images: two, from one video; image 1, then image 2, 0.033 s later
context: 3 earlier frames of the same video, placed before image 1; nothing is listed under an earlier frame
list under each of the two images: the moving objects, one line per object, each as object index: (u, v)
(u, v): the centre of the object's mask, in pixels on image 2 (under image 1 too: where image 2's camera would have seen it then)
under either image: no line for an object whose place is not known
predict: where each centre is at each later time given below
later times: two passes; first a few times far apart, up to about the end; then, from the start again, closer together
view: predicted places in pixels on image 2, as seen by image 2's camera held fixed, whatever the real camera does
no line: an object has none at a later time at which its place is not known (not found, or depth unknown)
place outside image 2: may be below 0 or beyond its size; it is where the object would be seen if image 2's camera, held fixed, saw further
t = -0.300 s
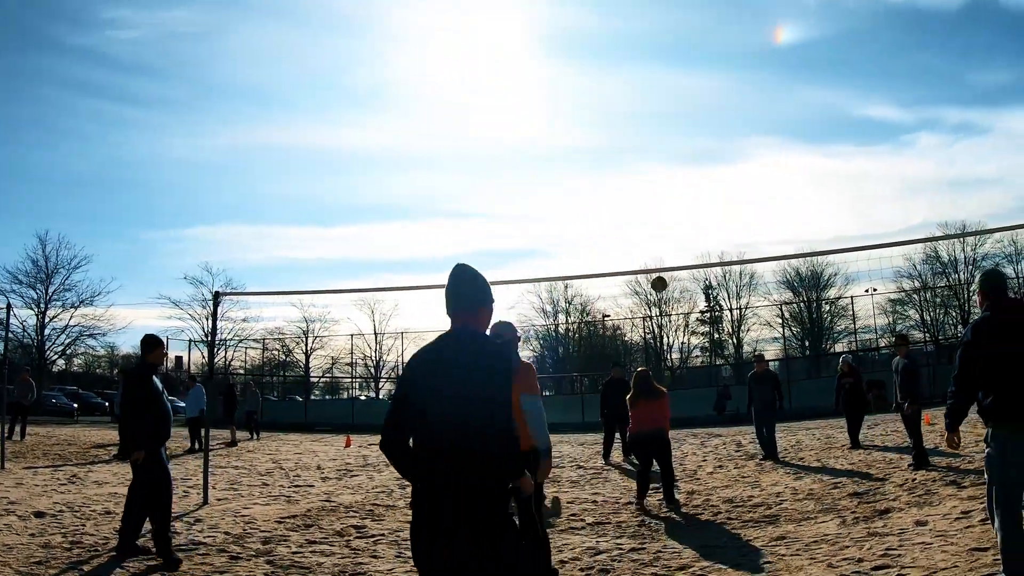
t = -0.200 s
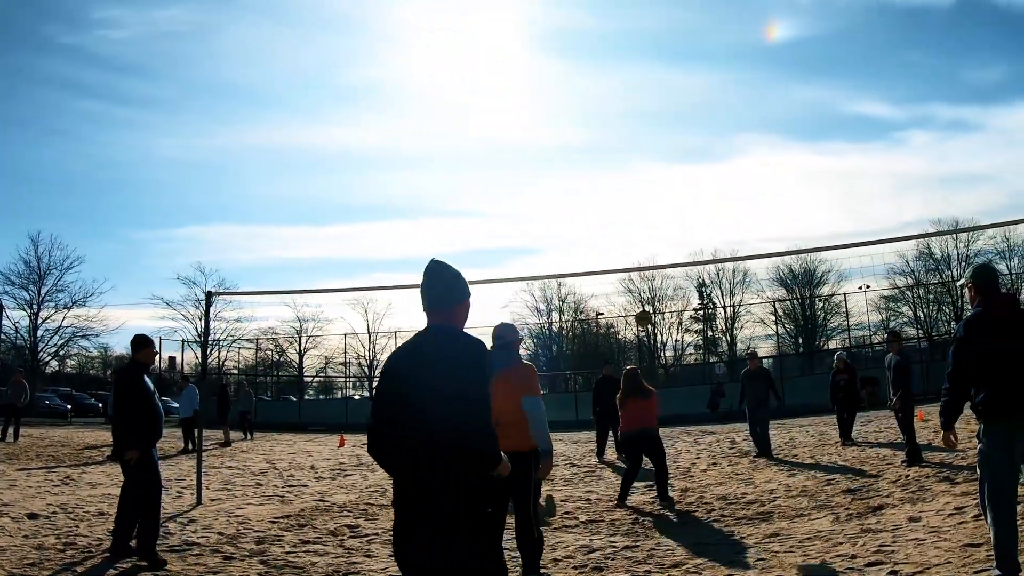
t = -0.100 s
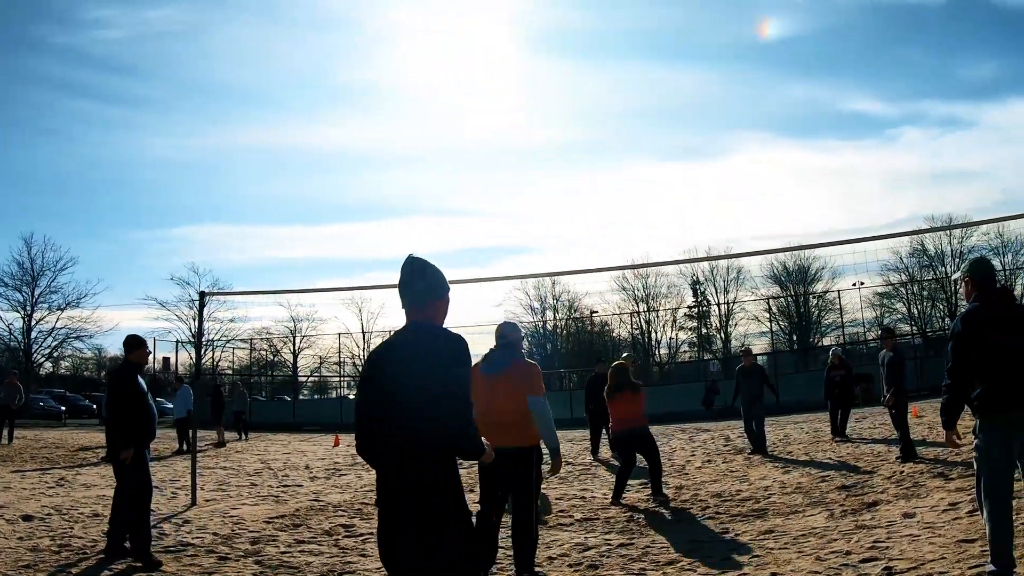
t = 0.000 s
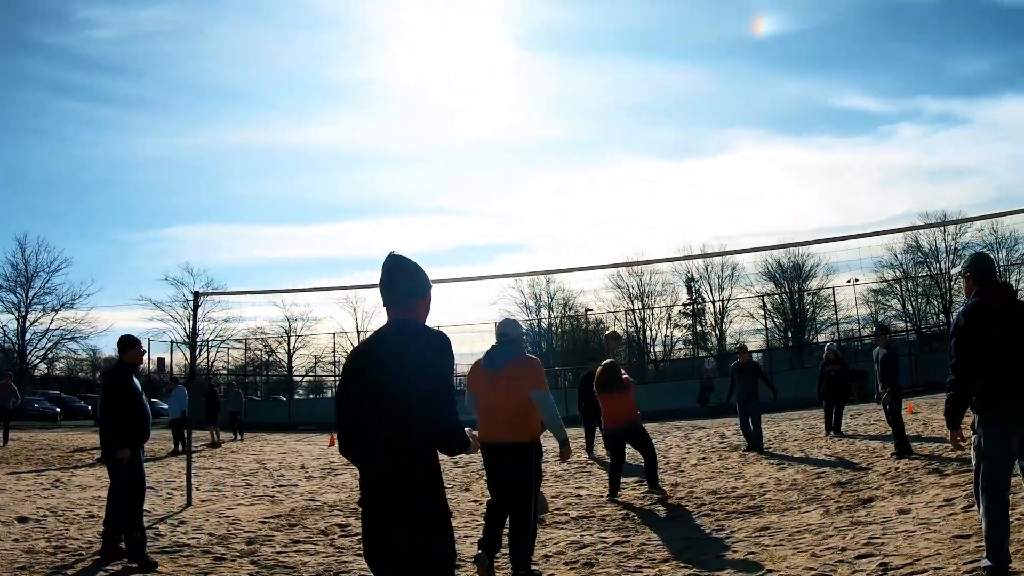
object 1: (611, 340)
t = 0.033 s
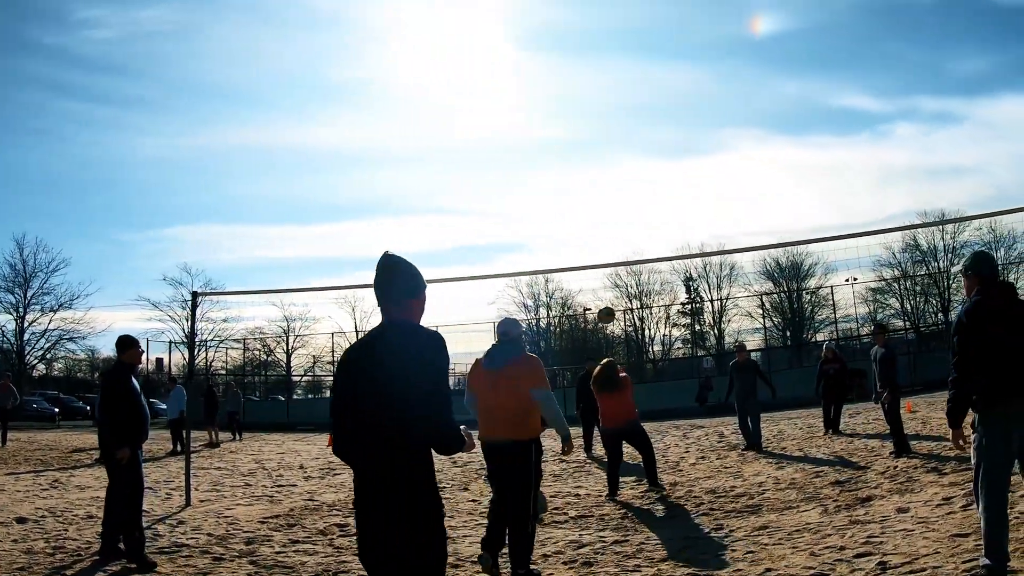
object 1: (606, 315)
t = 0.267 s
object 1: (580, 177)
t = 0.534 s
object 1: (563, 78)
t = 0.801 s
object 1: (553, 35)
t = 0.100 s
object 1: (597, 271)
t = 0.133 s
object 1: (593, 250)
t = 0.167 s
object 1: (589, 230)
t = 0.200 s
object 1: (586, 211)
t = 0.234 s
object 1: (583, 194)
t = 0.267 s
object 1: (580, 177)
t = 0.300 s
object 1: (577, 161)
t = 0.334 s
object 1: (575, 147)
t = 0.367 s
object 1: (572, 133)
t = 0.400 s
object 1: (570, 120)
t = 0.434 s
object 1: (568, 108)
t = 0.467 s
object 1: (566, 97)
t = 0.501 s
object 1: (564, 87)
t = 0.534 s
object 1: (563, 78)
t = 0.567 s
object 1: (561, 70)
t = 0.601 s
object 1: (560, 62)
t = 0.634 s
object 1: (558, 56)
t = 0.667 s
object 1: (557, 50)
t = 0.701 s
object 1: (556, 45)
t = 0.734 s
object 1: (555, 41)
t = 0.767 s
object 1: (554, 37)
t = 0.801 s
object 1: (553, 35)
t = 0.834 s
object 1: (551, 33)
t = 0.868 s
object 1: (551, 32)
